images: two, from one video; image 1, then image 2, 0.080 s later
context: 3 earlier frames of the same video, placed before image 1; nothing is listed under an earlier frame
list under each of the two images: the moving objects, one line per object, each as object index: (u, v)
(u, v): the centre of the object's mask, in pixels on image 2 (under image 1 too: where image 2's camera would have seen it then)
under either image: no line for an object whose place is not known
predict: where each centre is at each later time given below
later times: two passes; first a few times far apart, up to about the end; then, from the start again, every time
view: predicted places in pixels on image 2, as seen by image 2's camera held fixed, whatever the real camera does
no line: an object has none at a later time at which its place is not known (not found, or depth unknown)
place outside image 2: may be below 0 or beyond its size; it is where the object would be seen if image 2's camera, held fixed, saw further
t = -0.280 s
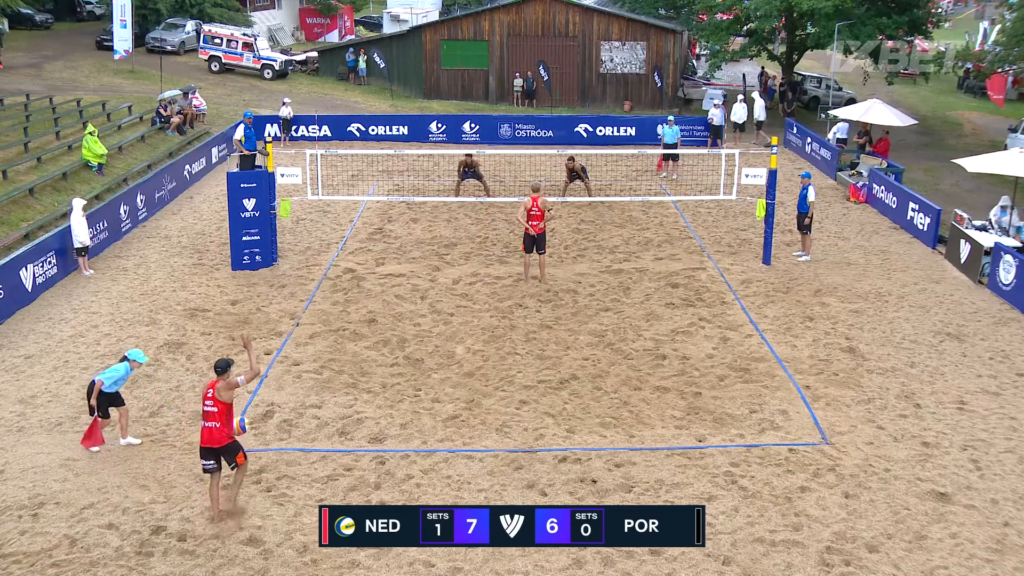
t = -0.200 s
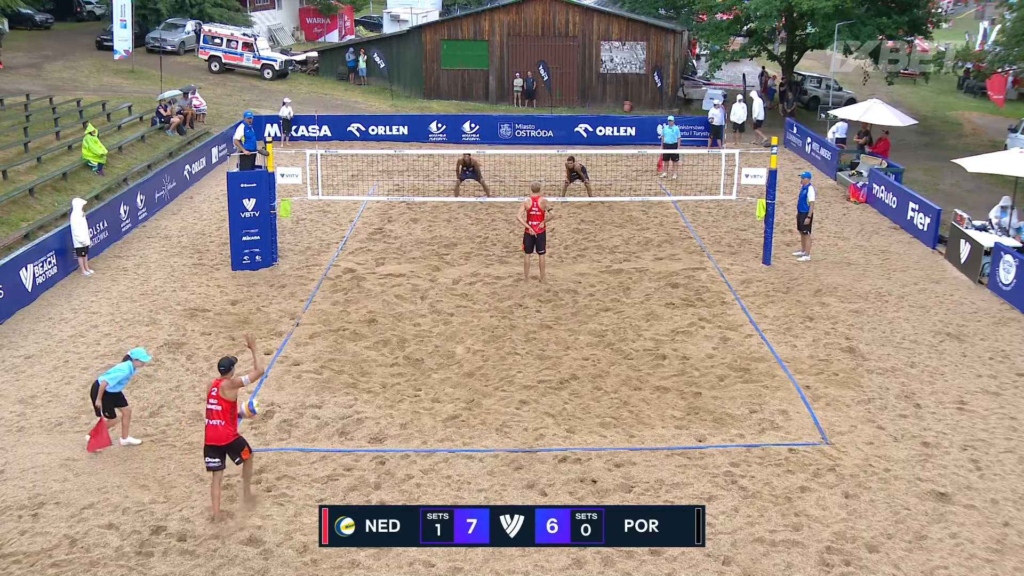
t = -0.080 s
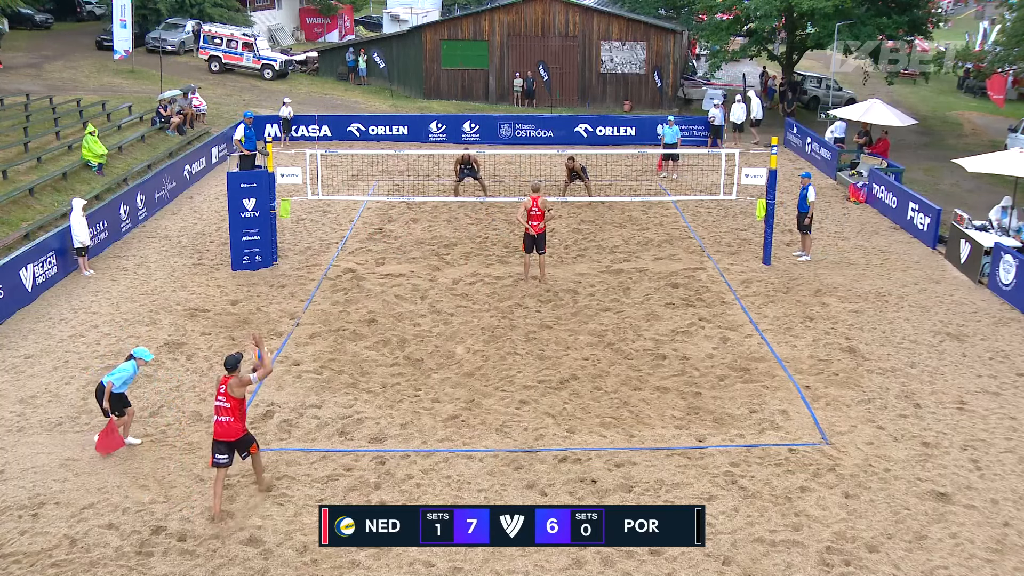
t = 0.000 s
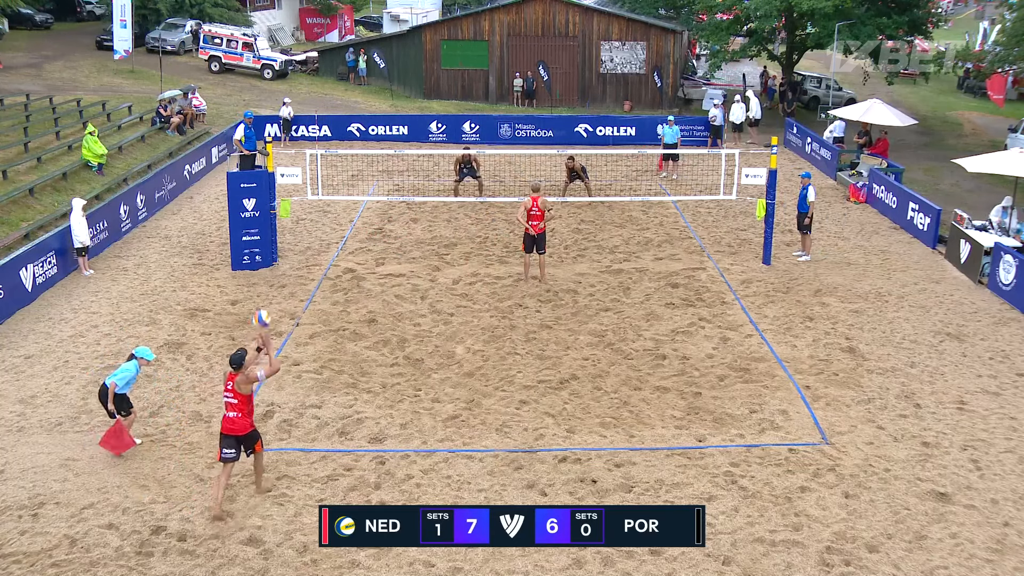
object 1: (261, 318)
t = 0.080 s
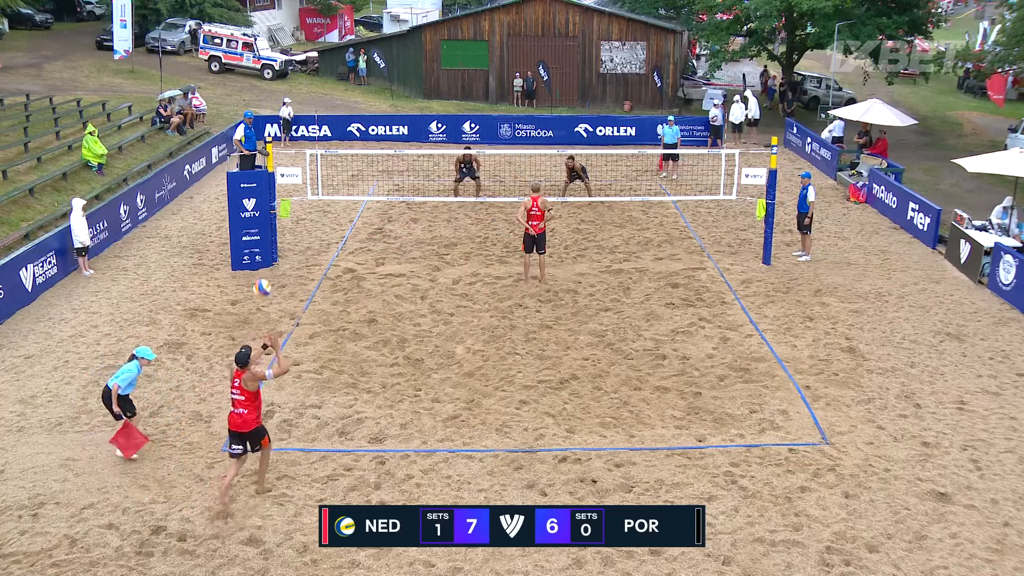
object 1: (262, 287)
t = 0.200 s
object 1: (263, 251)
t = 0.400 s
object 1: (268, 216)
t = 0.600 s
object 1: (275, 214)
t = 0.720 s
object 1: (280, 227)
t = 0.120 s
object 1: (262, 274)
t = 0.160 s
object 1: (263, 261)
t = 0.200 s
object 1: (263, 251)
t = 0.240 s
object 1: (264, 242)
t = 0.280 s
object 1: (265, 234)
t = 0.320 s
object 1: (266, 227)
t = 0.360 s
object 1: (267, 221)
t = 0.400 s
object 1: (268, 216)
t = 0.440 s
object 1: (269, 213)
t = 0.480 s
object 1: (271, 212)
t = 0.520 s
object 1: (272, 211)
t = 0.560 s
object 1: (274, 212)
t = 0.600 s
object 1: (275, 214)
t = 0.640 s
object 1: (277, 217)
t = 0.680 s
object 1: (279, 221)
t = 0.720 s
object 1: (280, 227)
